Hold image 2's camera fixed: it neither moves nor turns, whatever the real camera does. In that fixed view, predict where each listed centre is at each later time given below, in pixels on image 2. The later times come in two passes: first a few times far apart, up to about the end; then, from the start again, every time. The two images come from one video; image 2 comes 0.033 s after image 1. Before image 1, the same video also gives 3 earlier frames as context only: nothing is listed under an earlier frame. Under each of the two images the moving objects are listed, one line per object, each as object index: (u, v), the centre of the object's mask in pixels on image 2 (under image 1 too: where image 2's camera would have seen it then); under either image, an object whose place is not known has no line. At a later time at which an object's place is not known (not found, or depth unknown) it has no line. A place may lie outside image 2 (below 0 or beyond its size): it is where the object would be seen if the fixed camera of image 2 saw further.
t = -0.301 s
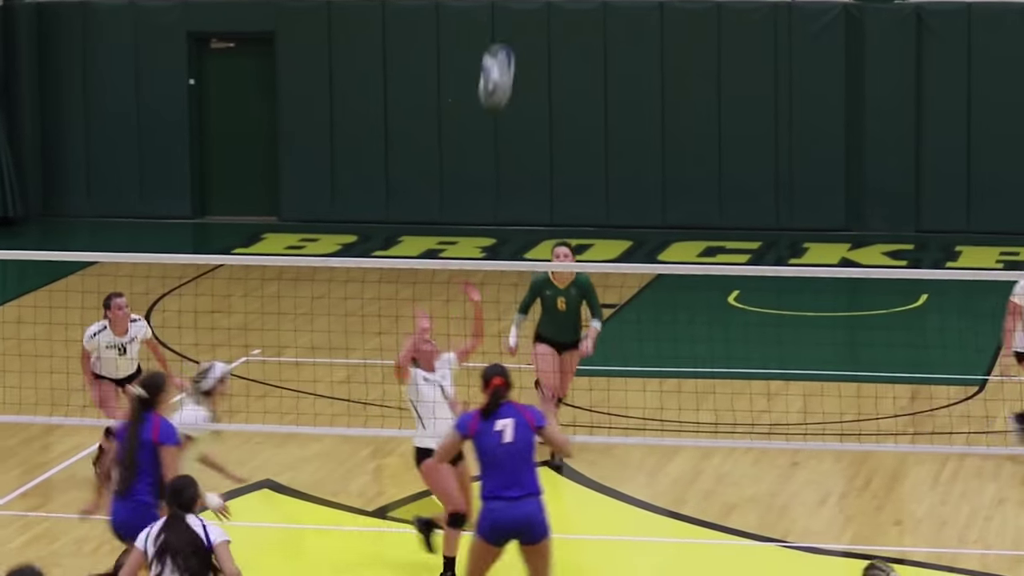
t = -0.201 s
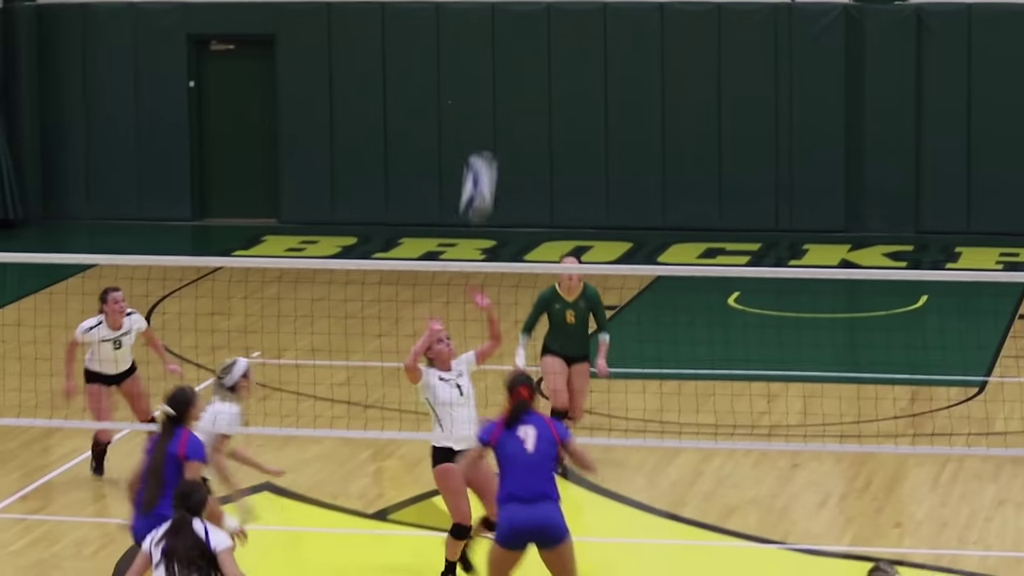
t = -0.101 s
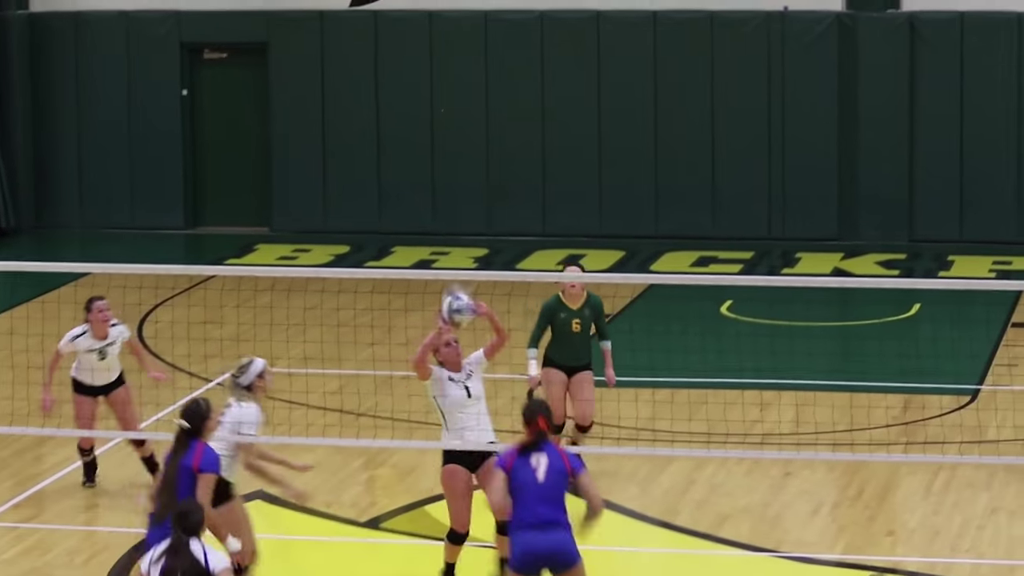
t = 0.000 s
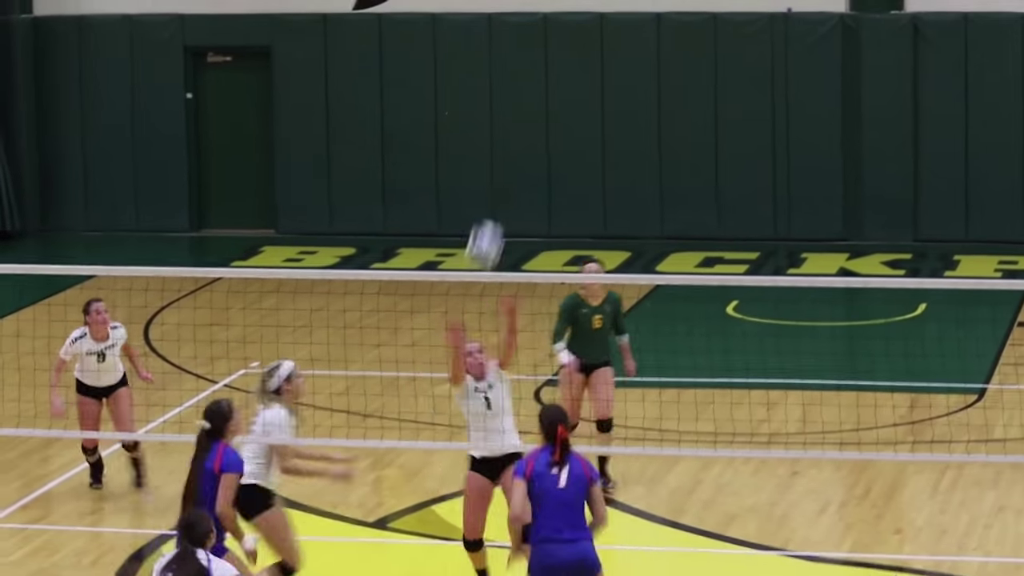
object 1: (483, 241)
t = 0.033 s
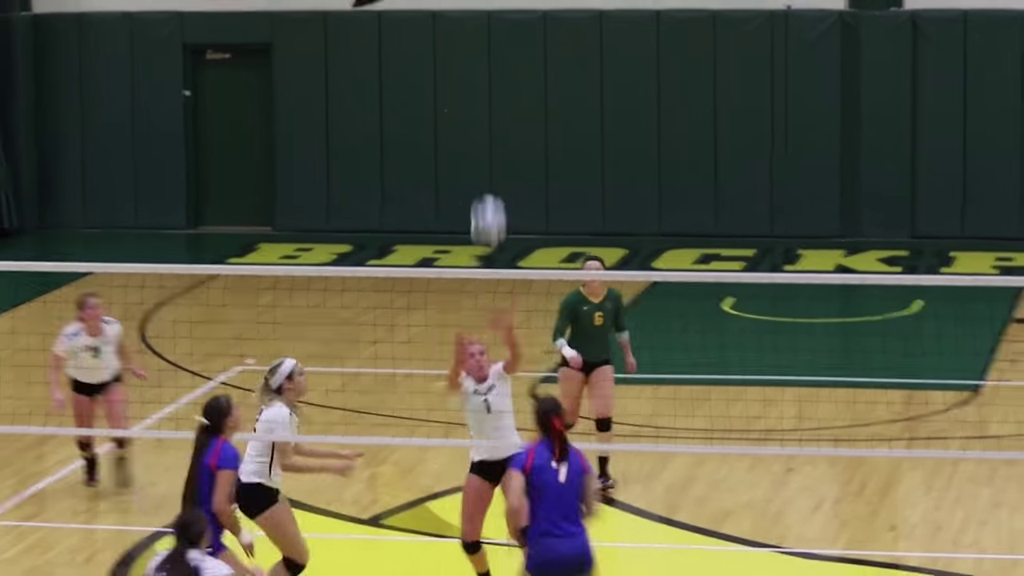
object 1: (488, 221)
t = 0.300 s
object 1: (555, 97)
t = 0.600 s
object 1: (644, 106)
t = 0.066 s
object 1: (495, 201)
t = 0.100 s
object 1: (503, 181)
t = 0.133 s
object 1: (512, 163)
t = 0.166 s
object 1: (521, 147)
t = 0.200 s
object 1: (529, 132)
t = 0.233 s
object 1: (538, 119)
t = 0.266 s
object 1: (546, 107)
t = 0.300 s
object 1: (555, 97)
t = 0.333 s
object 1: (563, 89)
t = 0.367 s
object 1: (573, 84)
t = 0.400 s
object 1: (582, 80)
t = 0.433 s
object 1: (591, 78)
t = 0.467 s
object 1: (600, 78)
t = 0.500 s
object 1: (611, 81)
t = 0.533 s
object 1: (622, 87)
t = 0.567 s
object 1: (633, 95)
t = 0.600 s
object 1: (644, 106)
